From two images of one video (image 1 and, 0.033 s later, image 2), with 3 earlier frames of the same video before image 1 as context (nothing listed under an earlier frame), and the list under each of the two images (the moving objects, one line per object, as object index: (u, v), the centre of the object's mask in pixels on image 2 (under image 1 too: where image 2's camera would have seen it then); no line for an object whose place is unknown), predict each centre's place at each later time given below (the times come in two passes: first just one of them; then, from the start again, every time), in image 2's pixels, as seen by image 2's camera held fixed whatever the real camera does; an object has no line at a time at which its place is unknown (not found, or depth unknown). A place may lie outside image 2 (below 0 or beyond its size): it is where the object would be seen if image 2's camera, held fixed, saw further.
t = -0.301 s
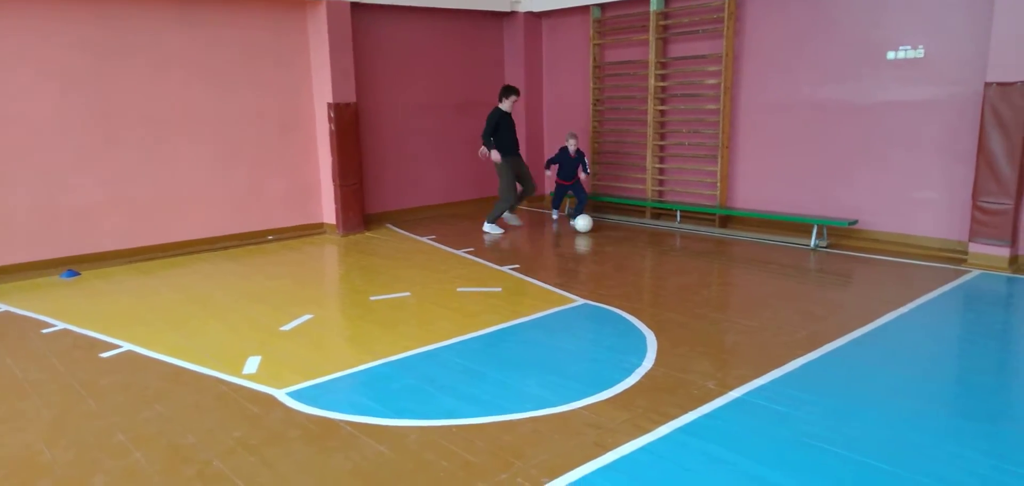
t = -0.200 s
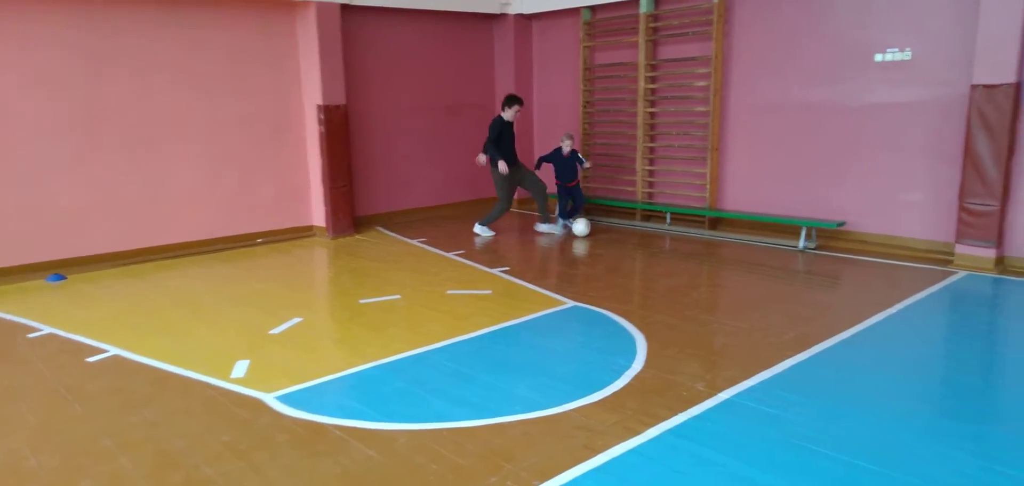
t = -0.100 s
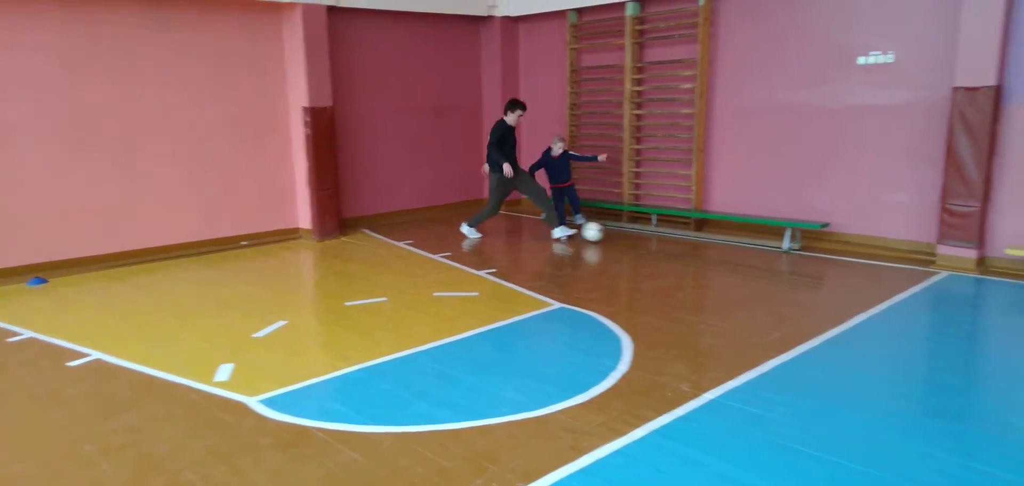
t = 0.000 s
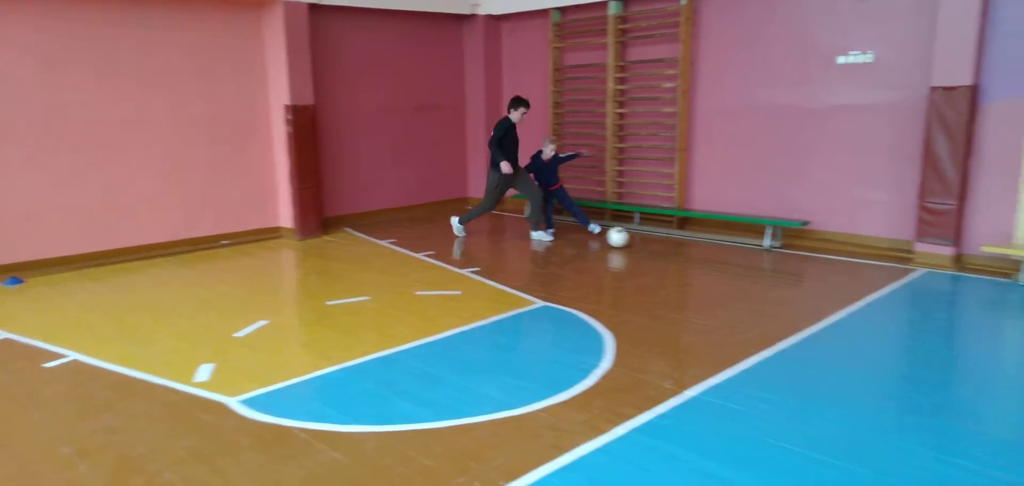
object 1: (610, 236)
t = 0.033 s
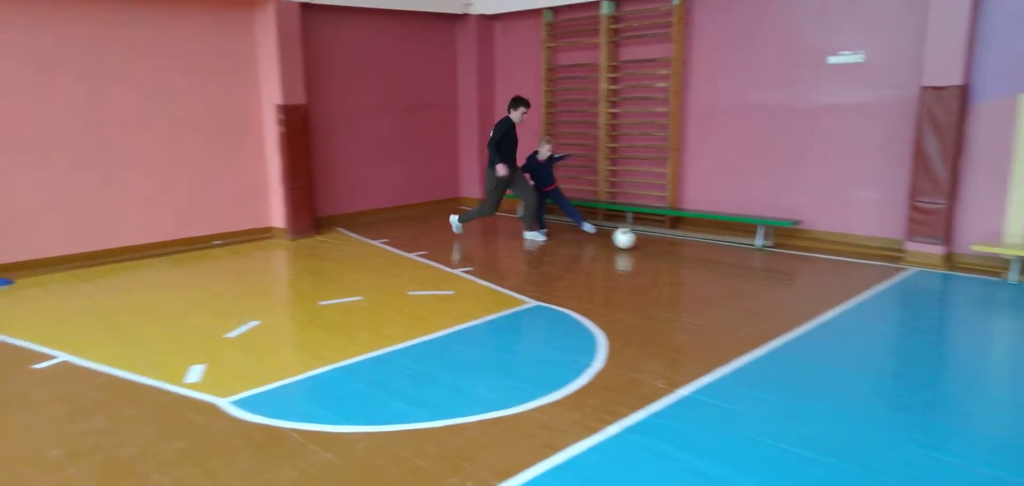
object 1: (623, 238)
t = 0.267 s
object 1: (719, 254)
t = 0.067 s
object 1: (638, 241)
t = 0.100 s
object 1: (652, 243)
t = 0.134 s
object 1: (666, 245)
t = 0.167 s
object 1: (679, 247)
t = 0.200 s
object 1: (693, 250)
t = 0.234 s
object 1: (706, 252)
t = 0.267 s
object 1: (719, 254)
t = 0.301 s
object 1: (733, 257)
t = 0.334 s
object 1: (745, 259)
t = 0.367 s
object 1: (758, 261)
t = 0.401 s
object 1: (770, 264)
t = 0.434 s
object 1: (782, 266)
